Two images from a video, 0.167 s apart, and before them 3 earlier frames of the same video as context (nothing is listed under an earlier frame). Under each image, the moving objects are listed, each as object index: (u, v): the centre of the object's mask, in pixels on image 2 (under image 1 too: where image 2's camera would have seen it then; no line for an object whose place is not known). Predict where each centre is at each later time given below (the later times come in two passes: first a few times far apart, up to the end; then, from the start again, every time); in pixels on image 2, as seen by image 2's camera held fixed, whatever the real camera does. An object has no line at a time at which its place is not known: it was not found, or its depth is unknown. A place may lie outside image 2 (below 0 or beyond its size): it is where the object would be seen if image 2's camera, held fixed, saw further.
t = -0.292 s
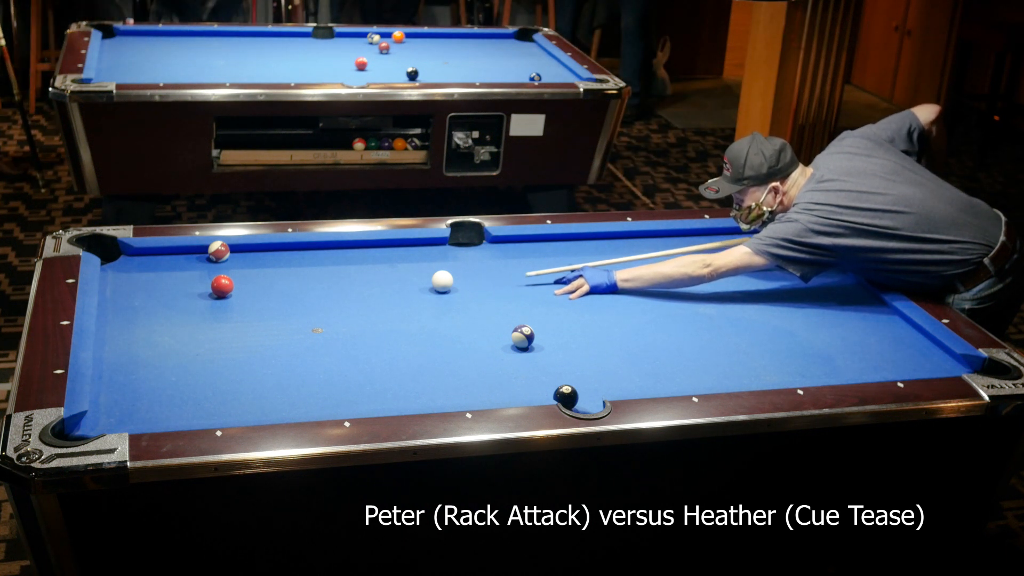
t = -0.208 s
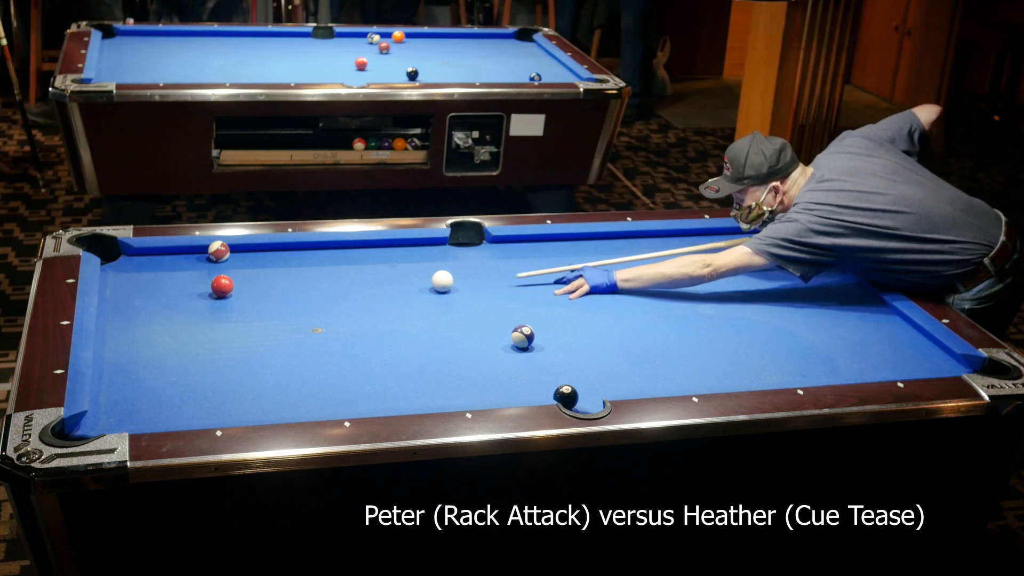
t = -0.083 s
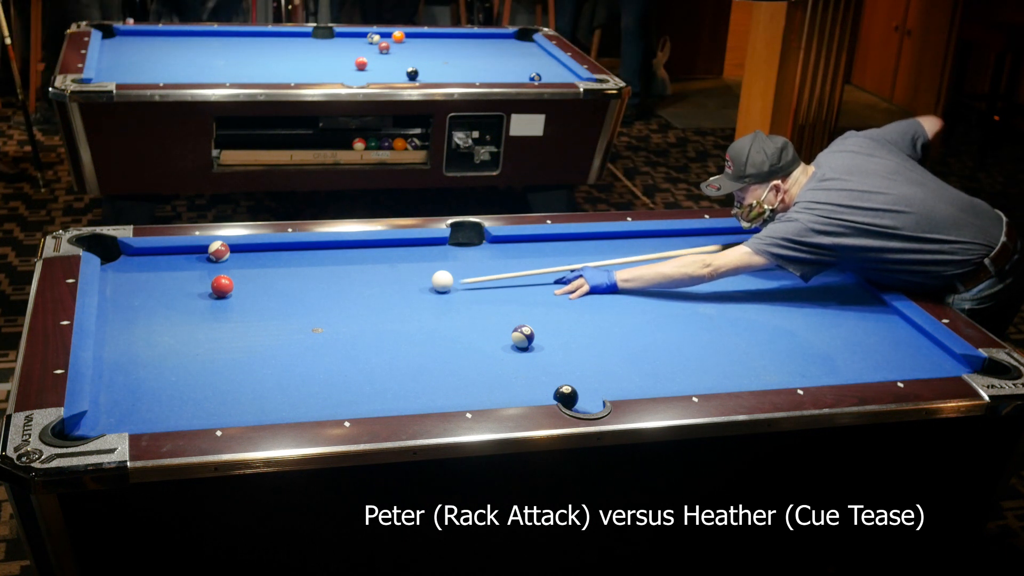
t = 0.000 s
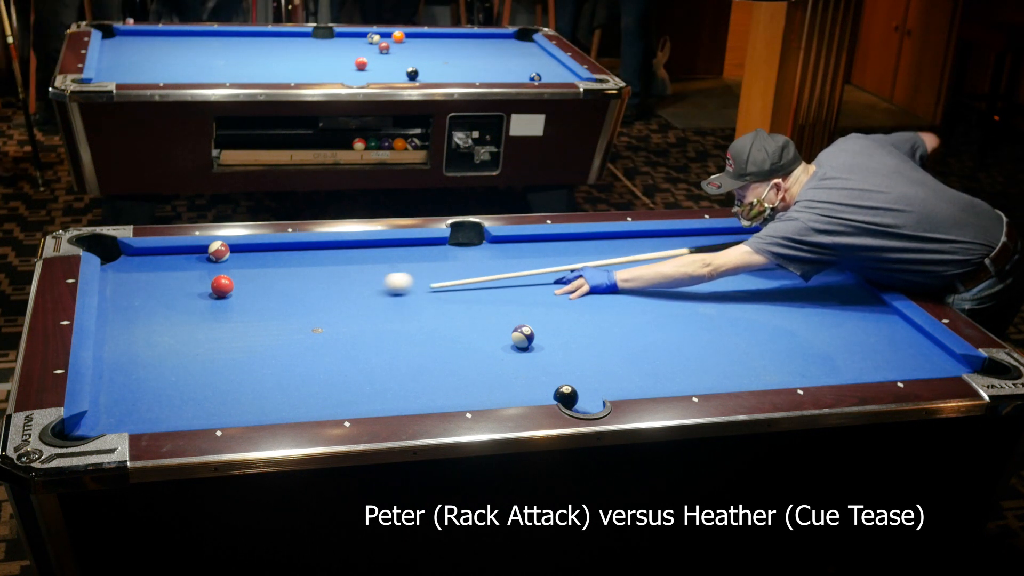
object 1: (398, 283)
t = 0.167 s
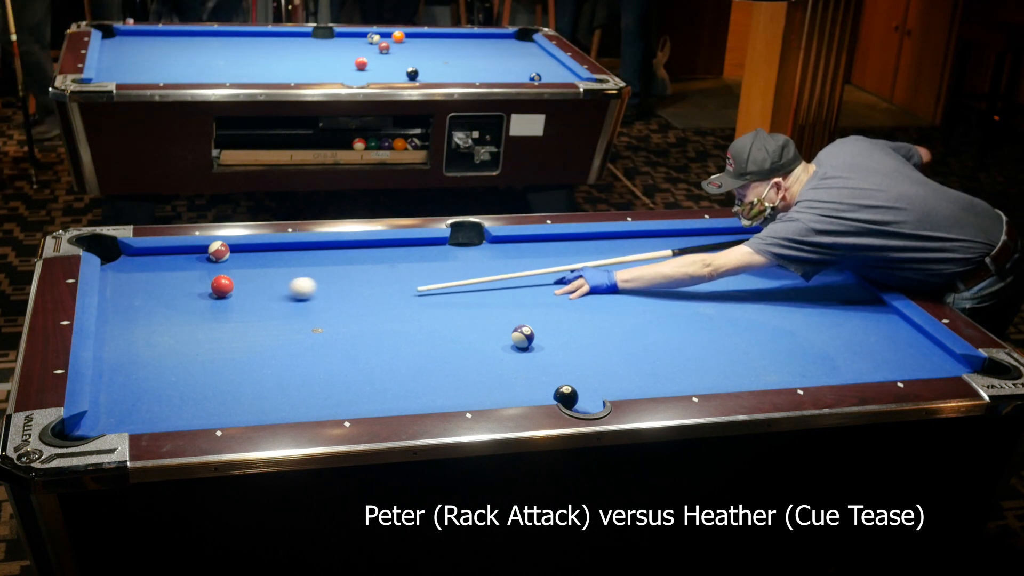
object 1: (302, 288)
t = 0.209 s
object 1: (283, 289)
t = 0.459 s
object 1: (202, 303)
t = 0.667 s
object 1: (146, 320)
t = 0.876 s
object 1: (120, 334)
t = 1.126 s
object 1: (162, 346)
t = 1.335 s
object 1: (196, 356)
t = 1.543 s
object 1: (230, 365)
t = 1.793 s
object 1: (270, 377)
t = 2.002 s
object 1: (303, 386)
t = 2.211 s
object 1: (334, 395)
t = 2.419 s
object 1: (365, 400)
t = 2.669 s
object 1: (389, 398)
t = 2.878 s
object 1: (403, 394)
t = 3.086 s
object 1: (416, 390)
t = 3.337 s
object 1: (430, 385)
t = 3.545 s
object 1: (441, 382)
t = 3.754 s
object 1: (450, 380)
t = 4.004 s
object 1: (458, 377)
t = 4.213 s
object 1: (464, 376)
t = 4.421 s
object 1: (468, 374)
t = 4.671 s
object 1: (472, 374)
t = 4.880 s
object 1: (473, 374)
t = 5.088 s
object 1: (472, 374)
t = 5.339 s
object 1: (472, 374)
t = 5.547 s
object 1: (472, 374)
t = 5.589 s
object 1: (472, 374)
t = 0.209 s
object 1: (283, 289)
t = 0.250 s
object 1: (265, 290)
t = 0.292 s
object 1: (247, 291)
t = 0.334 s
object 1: (234, 294)
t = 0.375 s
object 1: (224, 297)
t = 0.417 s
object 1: (213, 300)
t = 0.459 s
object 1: (202, 303)
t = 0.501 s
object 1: (191, 306)
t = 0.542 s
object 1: (180, 310)
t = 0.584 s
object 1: (169, 313)
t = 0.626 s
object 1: (158, 316)
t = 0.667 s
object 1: (146, 320)
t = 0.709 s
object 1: (135, 323)
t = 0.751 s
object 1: (123, 326)
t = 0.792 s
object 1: (111, 329)
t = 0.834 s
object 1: (113, 332)
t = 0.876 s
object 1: (120, 334)
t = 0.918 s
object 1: (127, 336)
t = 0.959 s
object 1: (134, 338)
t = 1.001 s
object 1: (141, 340)
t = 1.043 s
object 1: (148, 342)
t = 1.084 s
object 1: (155, 344)
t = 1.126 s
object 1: (162, 346)
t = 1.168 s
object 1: (169, 348)
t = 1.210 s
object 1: (176, 350)
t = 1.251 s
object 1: (183, 352)
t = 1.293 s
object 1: (190, 354)
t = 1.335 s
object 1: (196, 356)
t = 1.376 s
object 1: (203, 358)
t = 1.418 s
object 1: (210, 359)
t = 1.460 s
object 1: (217, 361)
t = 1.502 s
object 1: (224, 363)
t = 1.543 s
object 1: (230, 365)
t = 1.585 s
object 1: (237, 367)
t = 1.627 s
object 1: (244, 369)
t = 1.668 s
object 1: (250, 371)
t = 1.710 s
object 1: (257, 373)
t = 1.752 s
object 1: (264, 375)
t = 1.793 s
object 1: (270, 377)
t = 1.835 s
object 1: (277, 378)
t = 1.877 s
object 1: (283, 380)
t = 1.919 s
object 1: (290, 382)
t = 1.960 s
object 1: (296, 384)
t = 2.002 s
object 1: (303, 386)
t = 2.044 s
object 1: (309, 388)
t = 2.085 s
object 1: (315, 390)
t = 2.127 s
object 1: (322, 392)
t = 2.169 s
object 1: (328, 393)
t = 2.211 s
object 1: (334, 395)
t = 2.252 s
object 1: (340, 396)
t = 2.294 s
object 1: (346, 397)
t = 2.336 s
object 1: (352, 398)
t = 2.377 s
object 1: (359, 399)
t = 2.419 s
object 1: (365, 400)
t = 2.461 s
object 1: (371, 401)
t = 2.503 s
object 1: (376, 402)
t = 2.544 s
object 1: (379, 401)
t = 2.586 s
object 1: (383, 400)
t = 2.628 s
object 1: (386, 399)
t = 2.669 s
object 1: (389, 398)
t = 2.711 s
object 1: (392, 397)
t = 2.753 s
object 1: (395, 396)
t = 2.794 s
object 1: (397, 395)
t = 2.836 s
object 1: (400, 394)
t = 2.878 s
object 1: (403, 394)
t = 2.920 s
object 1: (405, 393)
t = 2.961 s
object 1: (408, 393)
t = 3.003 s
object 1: (411, 392)
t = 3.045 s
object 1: (413, 391)
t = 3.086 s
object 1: (416, 390)
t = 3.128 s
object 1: (418, 389)
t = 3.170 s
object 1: (421, 388)
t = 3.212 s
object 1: (423, 388)
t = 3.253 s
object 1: (426, 387)
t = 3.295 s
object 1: (428, 386)
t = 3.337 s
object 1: (430, 385)
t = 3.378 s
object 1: (433, 385)
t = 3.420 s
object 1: (435, 384)
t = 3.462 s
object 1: (437, 384)
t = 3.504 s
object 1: (439, 383)
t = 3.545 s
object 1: (441, 382)
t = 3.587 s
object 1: (443, 382)
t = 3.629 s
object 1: (445, 381)
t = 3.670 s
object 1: (446, 381)
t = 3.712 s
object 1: (448, 380)
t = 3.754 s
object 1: (450, 380)
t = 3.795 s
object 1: (451, 379)
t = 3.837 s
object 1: (453, 379)
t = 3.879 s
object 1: (454, 378)
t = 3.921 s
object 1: (456, 378)
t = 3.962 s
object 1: (457, 378)
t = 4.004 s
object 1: (458, 377)
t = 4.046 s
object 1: (460, 377)
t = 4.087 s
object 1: (461, 376)
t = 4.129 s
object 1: (462, 376)
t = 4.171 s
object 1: (463, 376)
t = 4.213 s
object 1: (464, 376)
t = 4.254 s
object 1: (465, 375)
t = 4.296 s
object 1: (466, 375)
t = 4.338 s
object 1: (467, 375)
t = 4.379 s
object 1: (468, 375)
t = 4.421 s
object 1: (468, 374)
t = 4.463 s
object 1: (469, 374)
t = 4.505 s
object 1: (470, 374)
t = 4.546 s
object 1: (470, 374)
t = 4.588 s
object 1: (471, 374)
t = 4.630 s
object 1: (471, 374)
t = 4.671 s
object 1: (472, 374)
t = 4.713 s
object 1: (472, 374)
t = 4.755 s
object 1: (473, 374)
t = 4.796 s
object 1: (473, 374)
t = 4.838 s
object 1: (473, 374)
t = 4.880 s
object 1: (473, 374)
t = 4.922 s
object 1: (473, 374)
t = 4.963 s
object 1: (473, 374)
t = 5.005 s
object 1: (473, 374)
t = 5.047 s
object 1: (472, 374)
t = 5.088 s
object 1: (472, 374)
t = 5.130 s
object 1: (472, 374)
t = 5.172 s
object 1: (472, 374)
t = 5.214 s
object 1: (472, 374)
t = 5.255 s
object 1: (472, 374)
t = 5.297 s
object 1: (472, 374)
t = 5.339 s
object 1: (472, 374)
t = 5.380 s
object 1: (472, 374)
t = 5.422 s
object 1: (472, 374)
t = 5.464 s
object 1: (472, 374)
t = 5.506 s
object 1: (472, 374)
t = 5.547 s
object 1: (472, 374)
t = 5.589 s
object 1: (472, 374)
